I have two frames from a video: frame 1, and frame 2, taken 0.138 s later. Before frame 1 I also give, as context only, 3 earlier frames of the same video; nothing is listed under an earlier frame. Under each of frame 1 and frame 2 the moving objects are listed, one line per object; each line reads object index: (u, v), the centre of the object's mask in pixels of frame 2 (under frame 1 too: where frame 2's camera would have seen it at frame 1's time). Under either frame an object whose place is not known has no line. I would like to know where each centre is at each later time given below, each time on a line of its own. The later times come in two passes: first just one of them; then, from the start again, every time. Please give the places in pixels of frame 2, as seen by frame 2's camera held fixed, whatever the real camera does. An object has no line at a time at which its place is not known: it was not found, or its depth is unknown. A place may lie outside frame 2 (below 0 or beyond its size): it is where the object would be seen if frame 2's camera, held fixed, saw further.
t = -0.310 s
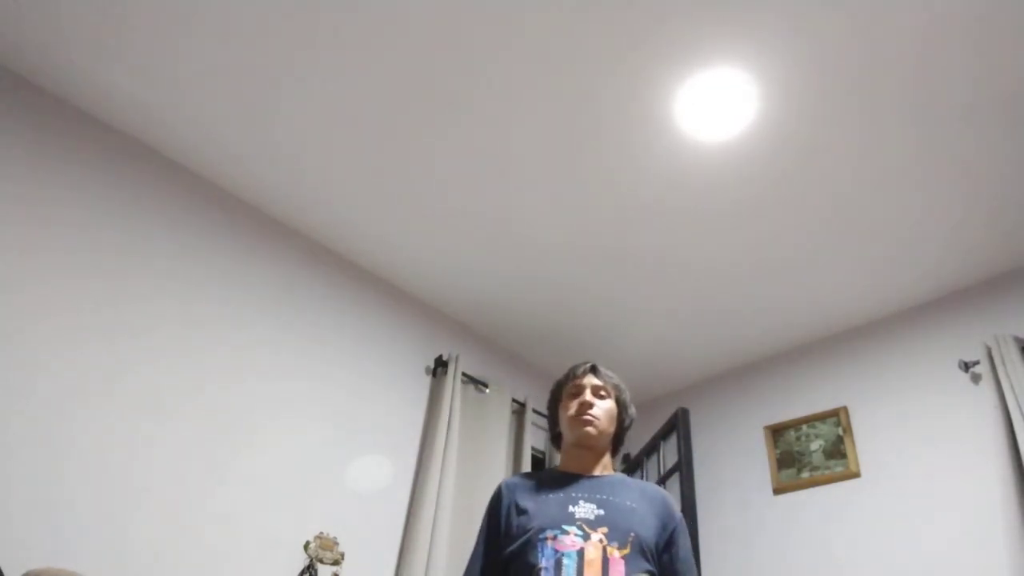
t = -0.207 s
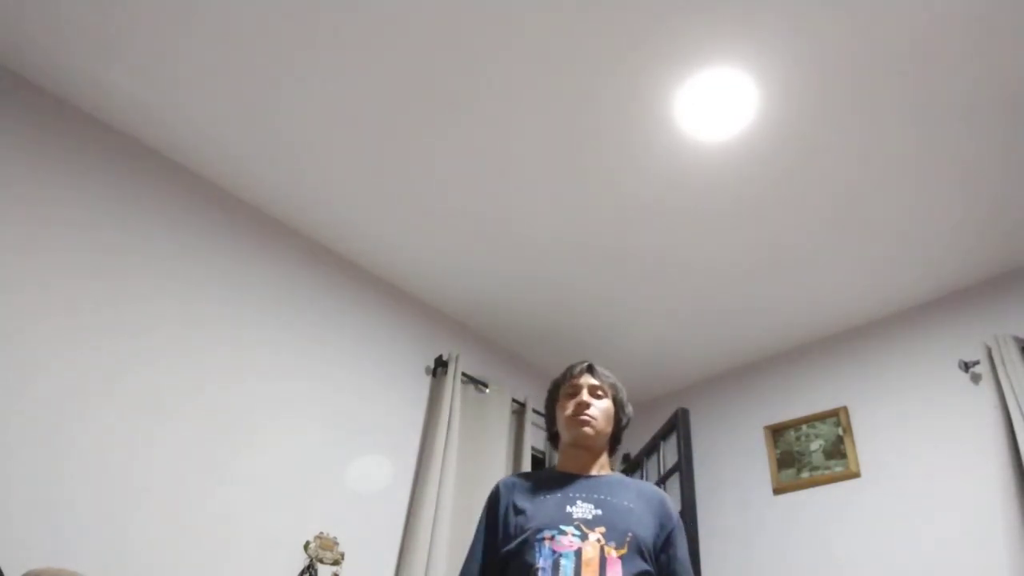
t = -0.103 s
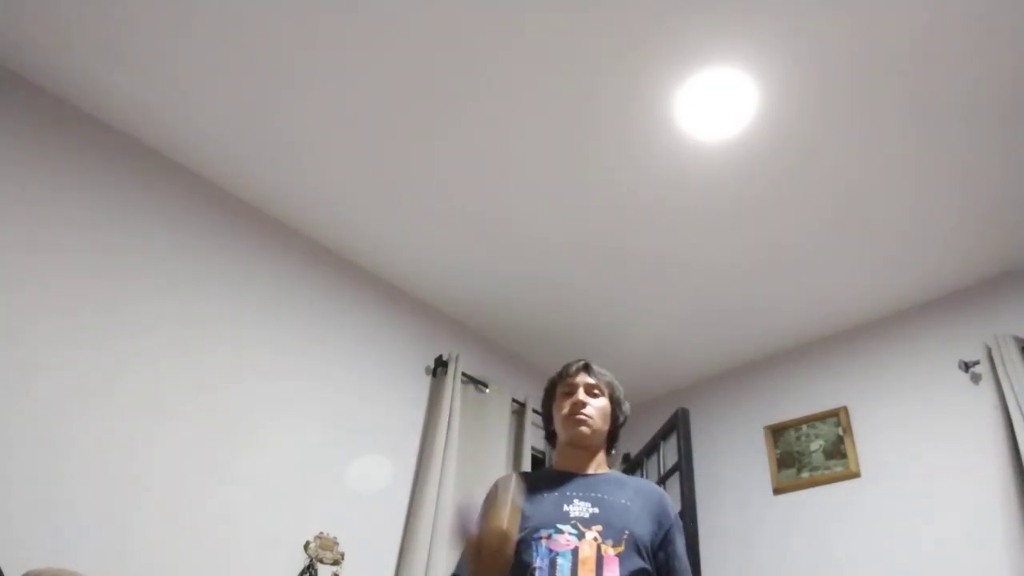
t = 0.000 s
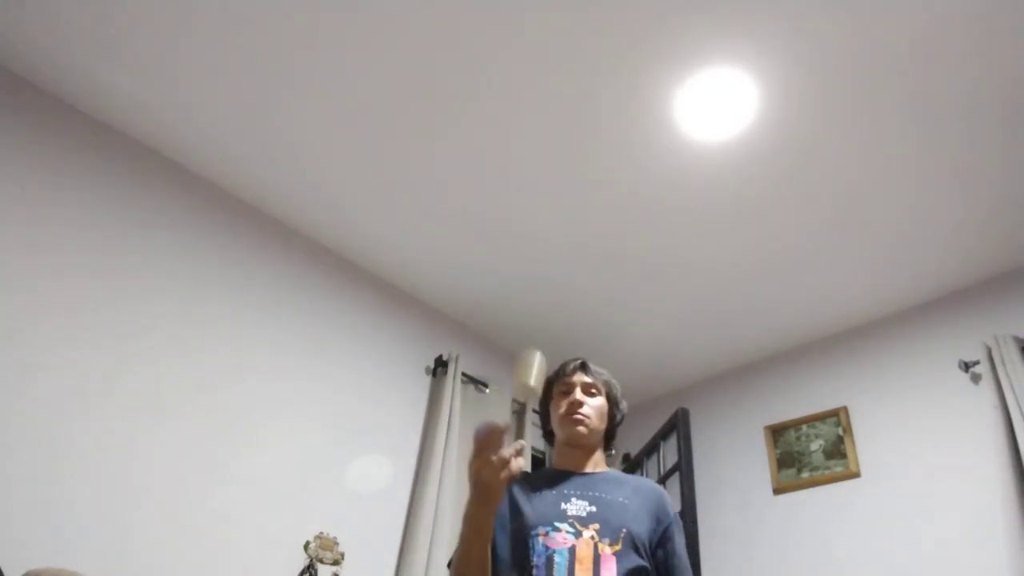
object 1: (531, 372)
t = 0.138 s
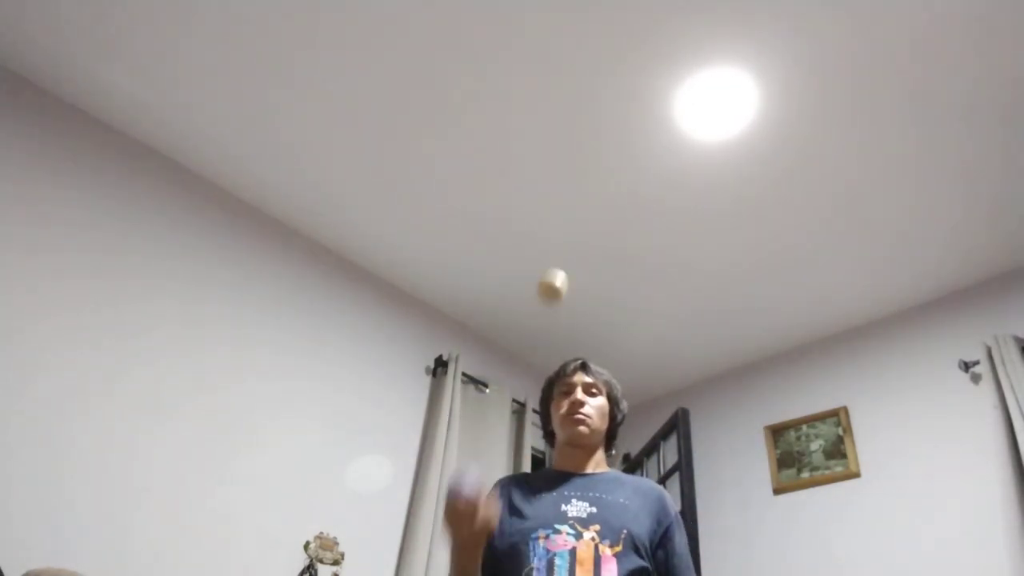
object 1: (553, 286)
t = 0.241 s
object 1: (565, 266)
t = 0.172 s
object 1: (557, 275)
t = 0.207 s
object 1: (561, 269)
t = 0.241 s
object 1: (565, 266)
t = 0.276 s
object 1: (573, 269)
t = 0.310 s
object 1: (577, 277)
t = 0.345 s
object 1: (582, 288)
